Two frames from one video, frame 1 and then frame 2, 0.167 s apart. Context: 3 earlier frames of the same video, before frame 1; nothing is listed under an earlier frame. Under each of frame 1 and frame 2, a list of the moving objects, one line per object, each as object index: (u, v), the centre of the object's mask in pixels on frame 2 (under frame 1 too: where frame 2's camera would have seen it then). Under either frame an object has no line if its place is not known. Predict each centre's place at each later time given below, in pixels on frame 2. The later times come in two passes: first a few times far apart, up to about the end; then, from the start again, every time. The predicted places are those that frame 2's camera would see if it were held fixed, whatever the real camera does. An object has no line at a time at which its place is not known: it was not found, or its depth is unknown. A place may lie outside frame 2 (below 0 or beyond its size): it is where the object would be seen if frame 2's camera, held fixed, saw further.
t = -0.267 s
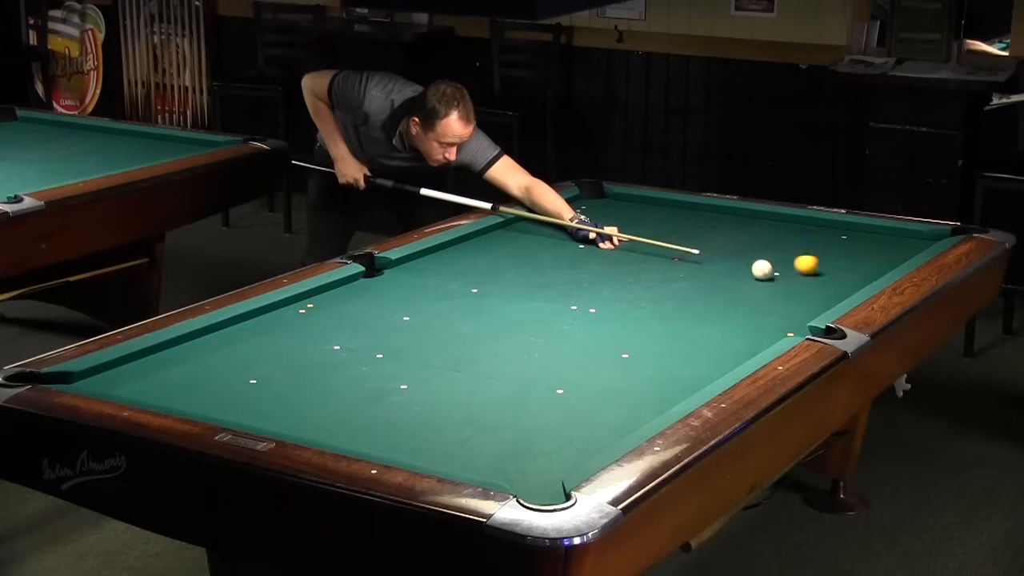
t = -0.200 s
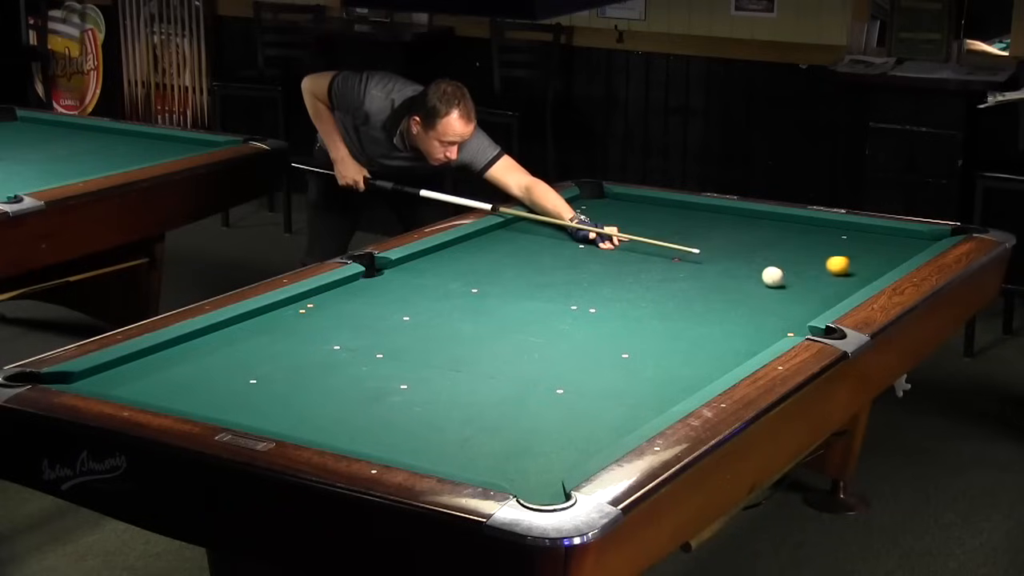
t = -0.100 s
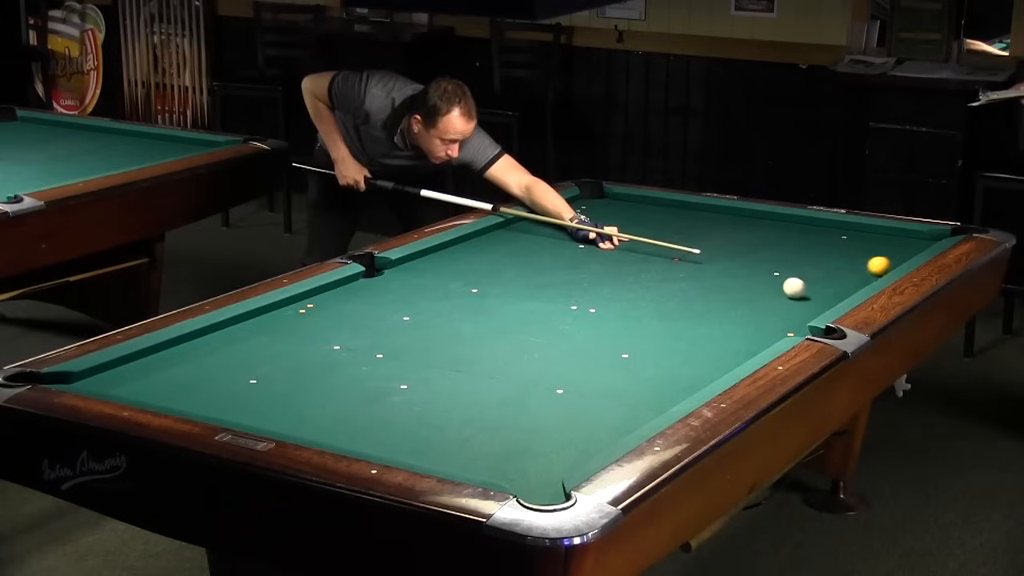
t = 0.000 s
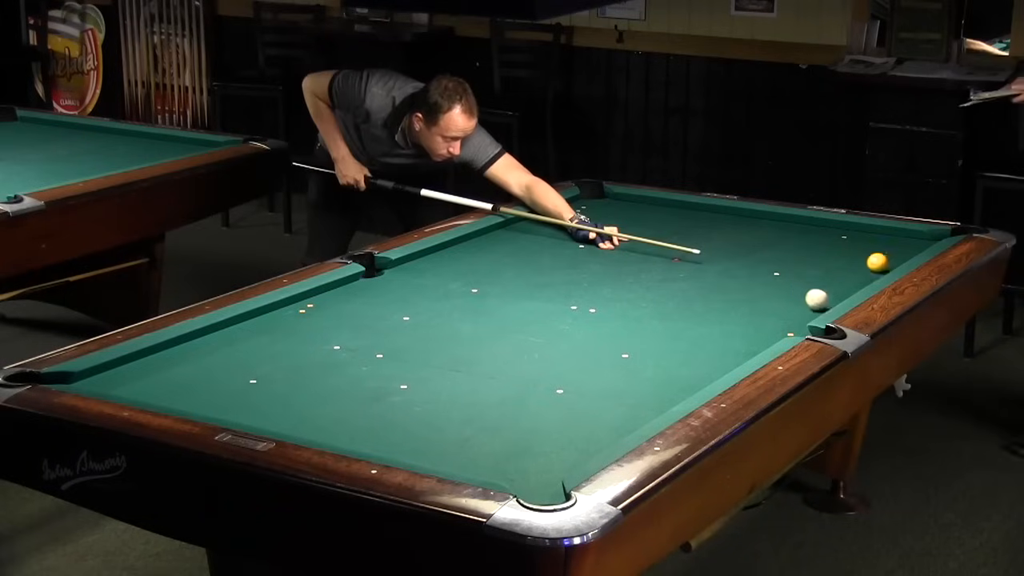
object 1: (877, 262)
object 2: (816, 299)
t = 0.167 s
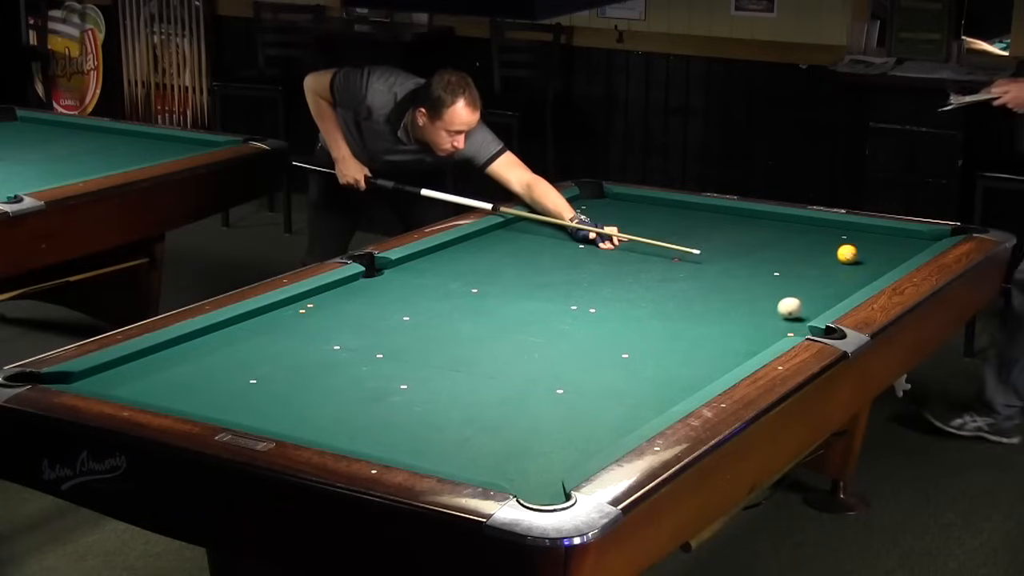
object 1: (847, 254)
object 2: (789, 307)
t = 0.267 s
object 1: (829, 249)
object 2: (758, 310)
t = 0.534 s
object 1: (787, 237)
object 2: (674, 316)
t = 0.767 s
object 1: (752, 228)
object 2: (602, 321)
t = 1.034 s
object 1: (717, 218)
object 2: (520, 328)
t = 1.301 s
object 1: (684, 209)
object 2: (438, 334)
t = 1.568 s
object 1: (654, 200)
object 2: (357, 341)
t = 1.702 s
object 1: (639, 198)
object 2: (317, 344)
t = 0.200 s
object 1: (841, 252)
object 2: (779, 308)
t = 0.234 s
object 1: (835, 251)
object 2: (769, 309)
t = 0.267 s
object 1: (829, 249)
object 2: (758, 310)
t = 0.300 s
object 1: (824, 247)
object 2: (747, 310)
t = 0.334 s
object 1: (818, 246)
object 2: (737, 312)
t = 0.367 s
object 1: (813, 244)
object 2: (727, 312)
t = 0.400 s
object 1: (807, 243)
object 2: (716, 313)
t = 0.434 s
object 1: (802, 241)
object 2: (705, 314)
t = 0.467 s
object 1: (797, 240)
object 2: (695, 314)
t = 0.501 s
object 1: (792, 239)
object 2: (685, 315)
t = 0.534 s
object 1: (787, 237)
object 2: (674, 316)
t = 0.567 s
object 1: (782, 236)
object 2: (664, 317)
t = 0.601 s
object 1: (777, 234)
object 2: (653, 317)
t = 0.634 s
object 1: (772, 233)
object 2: (643, 318)
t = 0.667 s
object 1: (767, 232)
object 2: (633, 319)
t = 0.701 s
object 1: (762, 230)
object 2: (623, 320)
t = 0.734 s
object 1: (757, 229)
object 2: (613, 321)
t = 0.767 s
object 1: (752, 228)
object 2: (602, 321)
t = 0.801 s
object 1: (748, 226)
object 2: (592, 322)
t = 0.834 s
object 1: (743, 225)
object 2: (582, 323)
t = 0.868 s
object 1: (739, 224)
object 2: (571, 324)
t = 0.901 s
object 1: (734, 223)
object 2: (561, 325)
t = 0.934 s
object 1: (730, 221)
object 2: (551, 326)
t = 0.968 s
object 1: (725, 220)
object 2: (541, 326)
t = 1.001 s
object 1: (721, 219)
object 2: (530, 327)
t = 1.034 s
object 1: (717, 218)
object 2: (520, 328)
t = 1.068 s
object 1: (712, 216)
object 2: (510, 329)
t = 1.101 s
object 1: (708, 215)
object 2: (499, 330)
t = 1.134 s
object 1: (704, 214)
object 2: (489, 330)
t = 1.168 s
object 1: (700, 213)
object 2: (479, 331)
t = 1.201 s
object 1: (696, 212)
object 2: (469, 332)
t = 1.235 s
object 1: (692, 211)
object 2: (459, 332)
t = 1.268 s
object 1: (688, 210)
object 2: (448, 333)
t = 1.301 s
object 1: (684, 209)
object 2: (438, 334)
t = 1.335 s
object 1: (680, 207)
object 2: (428, 335)
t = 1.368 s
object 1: (676, 206)
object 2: (418, 335)
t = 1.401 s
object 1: (672, 205)
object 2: (407, 337)
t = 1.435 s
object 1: (669, 204)
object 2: (397, 337)
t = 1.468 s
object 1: (665, 204)
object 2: (388, 338)
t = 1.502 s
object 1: (661, 202)
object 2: (377, 339)
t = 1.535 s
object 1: (657, 201)
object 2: (367, 340)
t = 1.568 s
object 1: (654, 200)
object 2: (357, 341)
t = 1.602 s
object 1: (650, 200)
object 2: (347, 342)
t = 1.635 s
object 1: (646, 199)
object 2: (337, 342)
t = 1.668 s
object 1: (643, 199)
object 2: (327, 343)
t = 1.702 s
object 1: (639, 198)
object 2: (317, 344)
